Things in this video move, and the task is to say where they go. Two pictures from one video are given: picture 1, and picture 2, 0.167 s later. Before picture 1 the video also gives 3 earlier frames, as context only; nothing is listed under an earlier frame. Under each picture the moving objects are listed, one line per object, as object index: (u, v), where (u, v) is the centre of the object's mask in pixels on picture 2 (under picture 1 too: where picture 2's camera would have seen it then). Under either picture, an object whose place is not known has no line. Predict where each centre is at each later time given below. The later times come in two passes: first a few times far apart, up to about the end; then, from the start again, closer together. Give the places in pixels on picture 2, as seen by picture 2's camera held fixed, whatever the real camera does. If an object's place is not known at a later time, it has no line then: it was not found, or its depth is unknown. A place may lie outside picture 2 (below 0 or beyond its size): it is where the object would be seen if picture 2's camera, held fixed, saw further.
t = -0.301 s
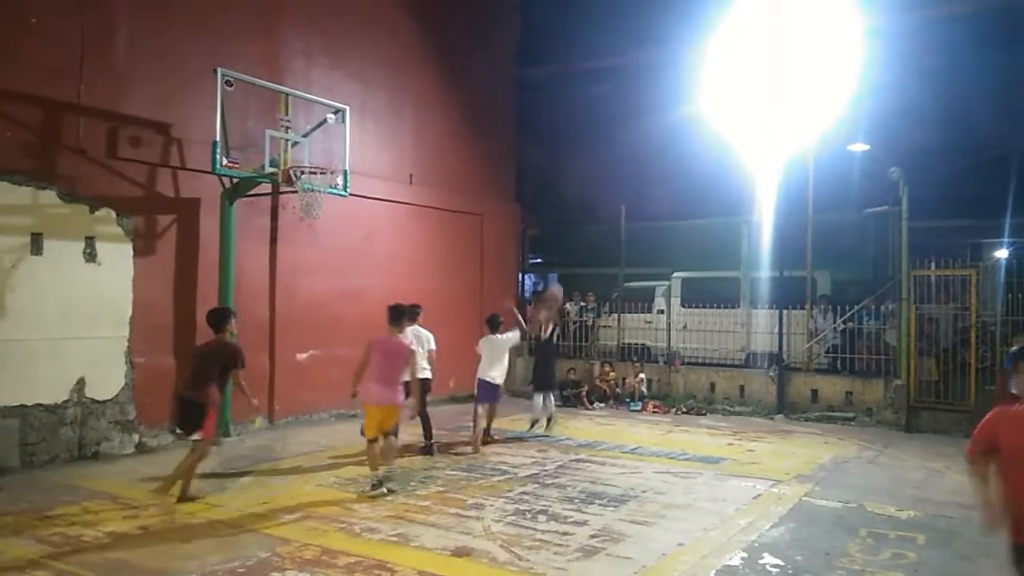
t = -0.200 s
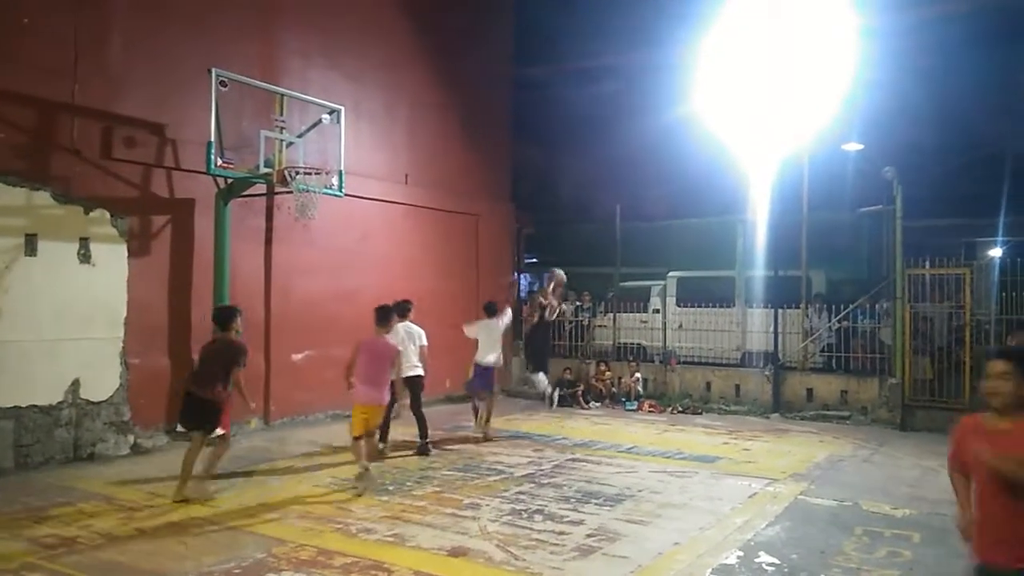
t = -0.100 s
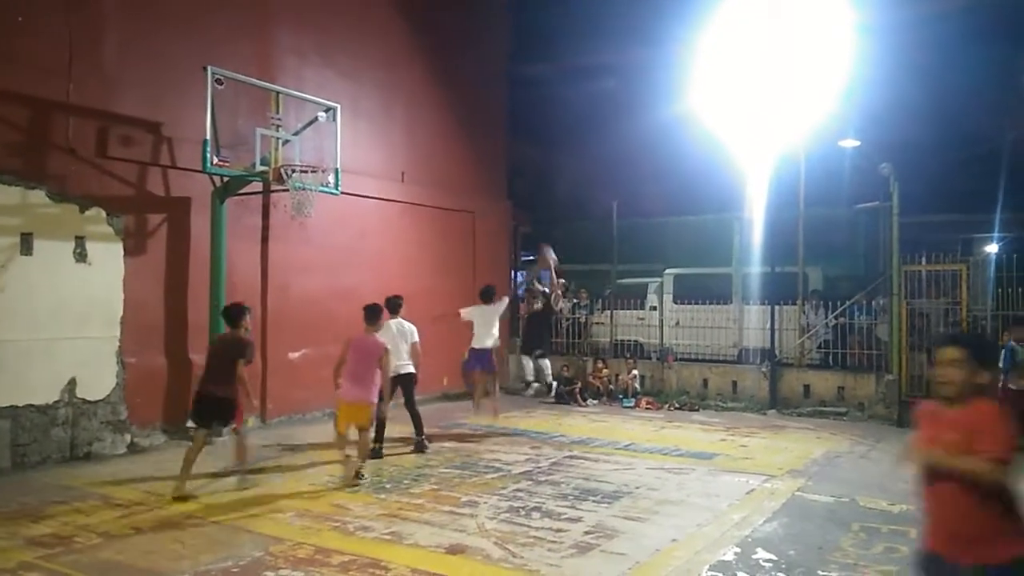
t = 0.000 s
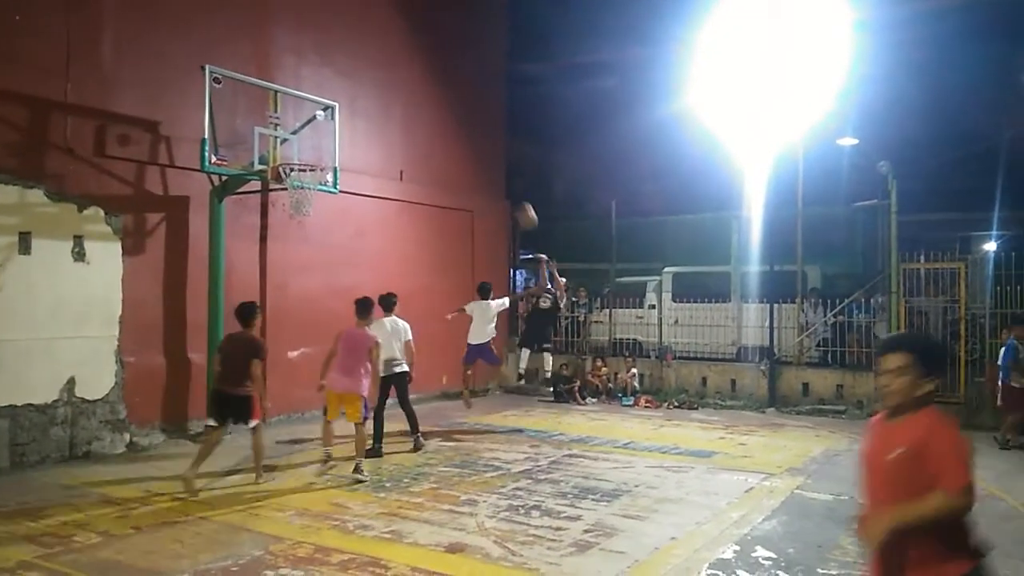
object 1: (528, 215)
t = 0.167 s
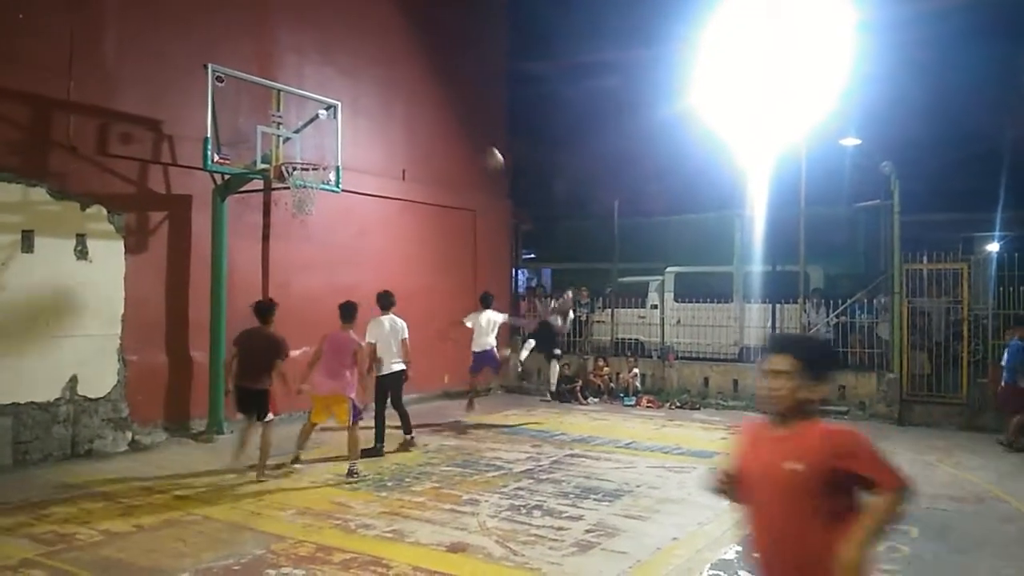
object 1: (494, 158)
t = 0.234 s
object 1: (479, 139)
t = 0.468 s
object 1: (426, 106)
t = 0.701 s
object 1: (359, 115)
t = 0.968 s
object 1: (287, 183)
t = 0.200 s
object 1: (486, 148)
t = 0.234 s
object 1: (479, 139)
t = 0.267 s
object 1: (472, 133)
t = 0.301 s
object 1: (466, 126)
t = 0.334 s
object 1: (454, 120)
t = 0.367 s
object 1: (449, 117)
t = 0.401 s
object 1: (442, 112)
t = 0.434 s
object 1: (434, 108)
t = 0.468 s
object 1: (426, 106)
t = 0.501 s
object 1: (416, 107)
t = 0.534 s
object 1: (403, 105)
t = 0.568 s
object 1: (397, 105)
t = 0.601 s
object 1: (384, 107)
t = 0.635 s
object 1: (376, 108)
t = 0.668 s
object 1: (368, 111)
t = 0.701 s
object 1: (359, 115)
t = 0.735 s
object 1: (351, 121)
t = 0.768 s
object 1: (342, 127)
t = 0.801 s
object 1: (334, 135)
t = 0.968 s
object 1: (287, 183)
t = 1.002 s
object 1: (284, 183)
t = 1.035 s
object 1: (282, 190)
